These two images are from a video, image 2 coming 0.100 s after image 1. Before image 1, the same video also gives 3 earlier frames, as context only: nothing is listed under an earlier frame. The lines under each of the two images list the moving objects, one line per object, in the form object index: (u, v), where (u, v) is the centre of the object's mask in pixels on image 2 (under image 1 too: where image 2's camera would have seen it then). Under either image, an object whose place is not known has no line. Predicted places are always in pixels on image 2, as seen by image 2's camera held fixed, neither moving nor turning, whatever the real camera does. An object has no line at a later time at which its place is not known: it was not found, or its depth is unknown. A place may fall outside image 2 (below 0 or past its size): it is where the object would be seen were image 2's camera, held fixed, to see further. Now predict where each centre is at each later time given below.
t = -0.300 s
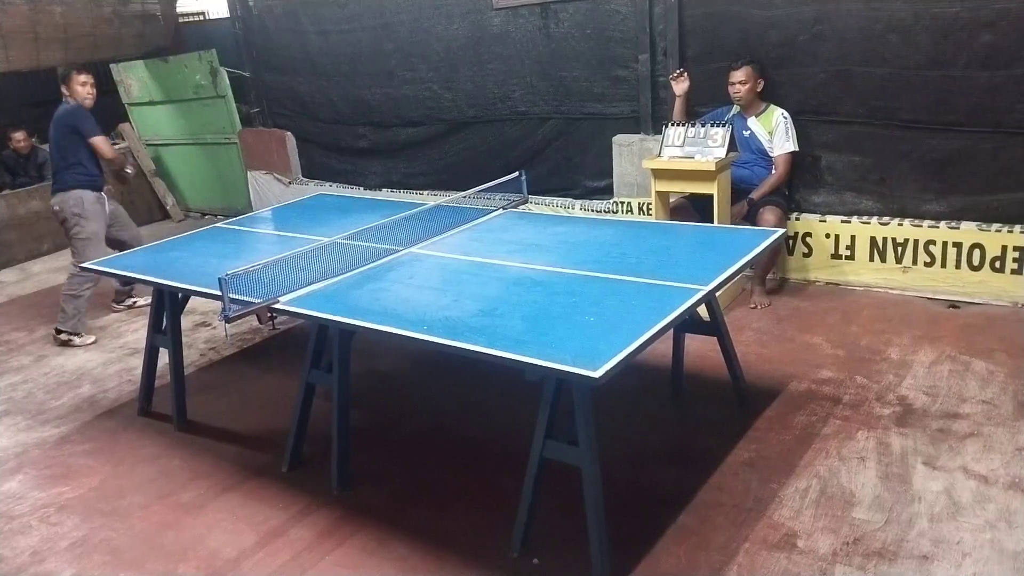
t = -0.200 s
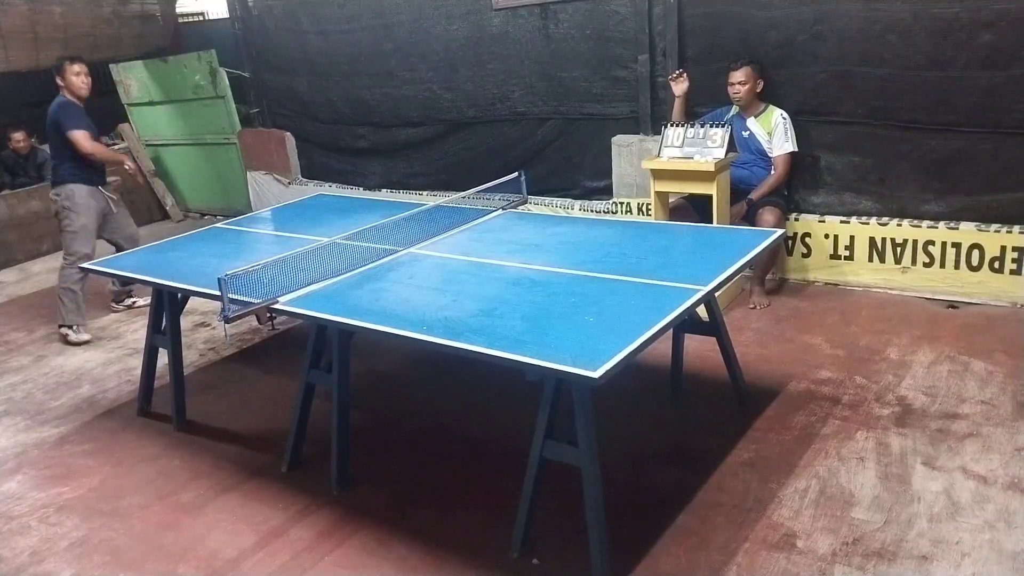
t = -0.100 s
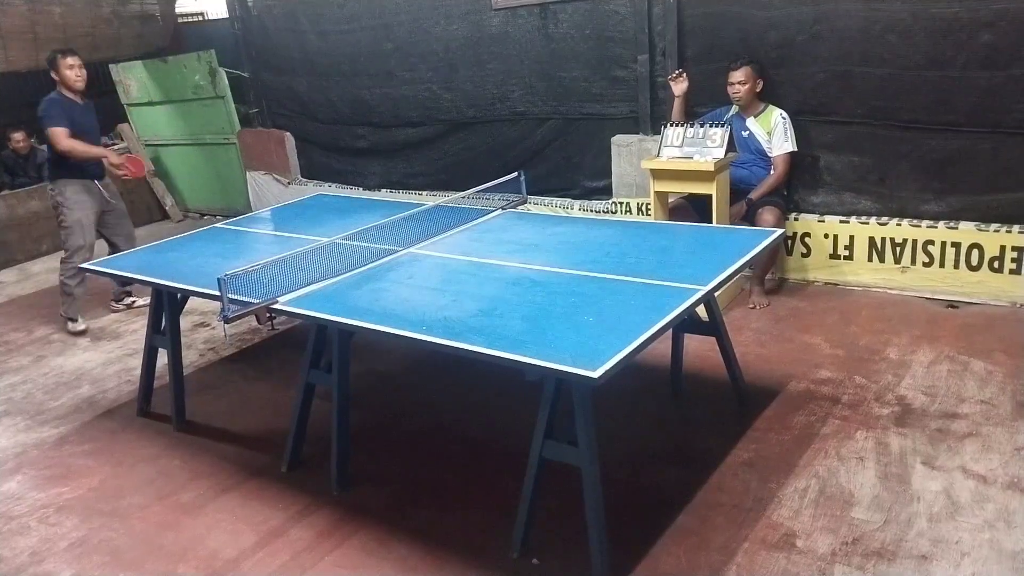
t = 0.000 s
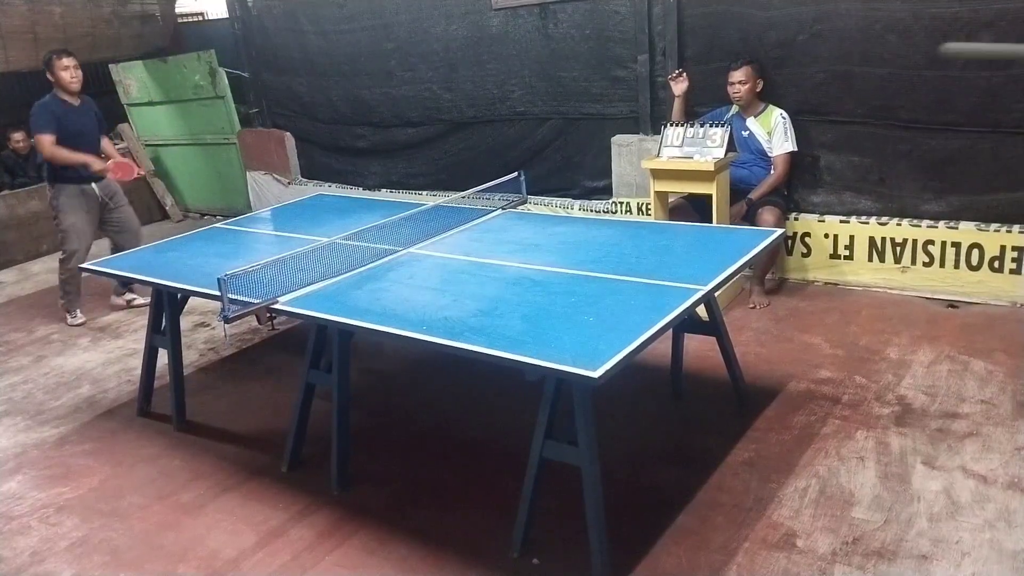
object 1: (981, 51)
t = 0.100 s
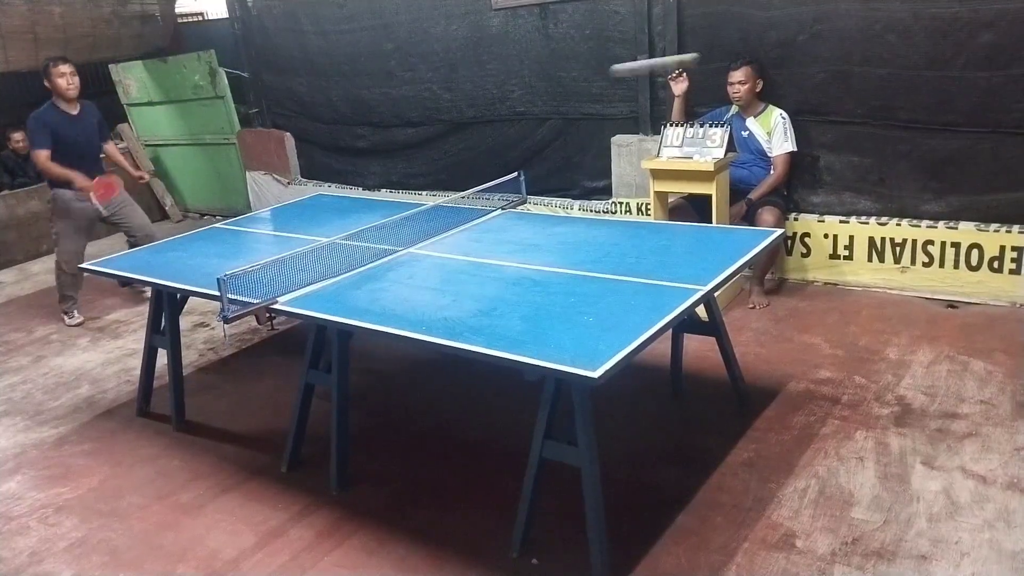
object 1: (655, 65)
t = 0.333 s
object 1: (294, 200)
